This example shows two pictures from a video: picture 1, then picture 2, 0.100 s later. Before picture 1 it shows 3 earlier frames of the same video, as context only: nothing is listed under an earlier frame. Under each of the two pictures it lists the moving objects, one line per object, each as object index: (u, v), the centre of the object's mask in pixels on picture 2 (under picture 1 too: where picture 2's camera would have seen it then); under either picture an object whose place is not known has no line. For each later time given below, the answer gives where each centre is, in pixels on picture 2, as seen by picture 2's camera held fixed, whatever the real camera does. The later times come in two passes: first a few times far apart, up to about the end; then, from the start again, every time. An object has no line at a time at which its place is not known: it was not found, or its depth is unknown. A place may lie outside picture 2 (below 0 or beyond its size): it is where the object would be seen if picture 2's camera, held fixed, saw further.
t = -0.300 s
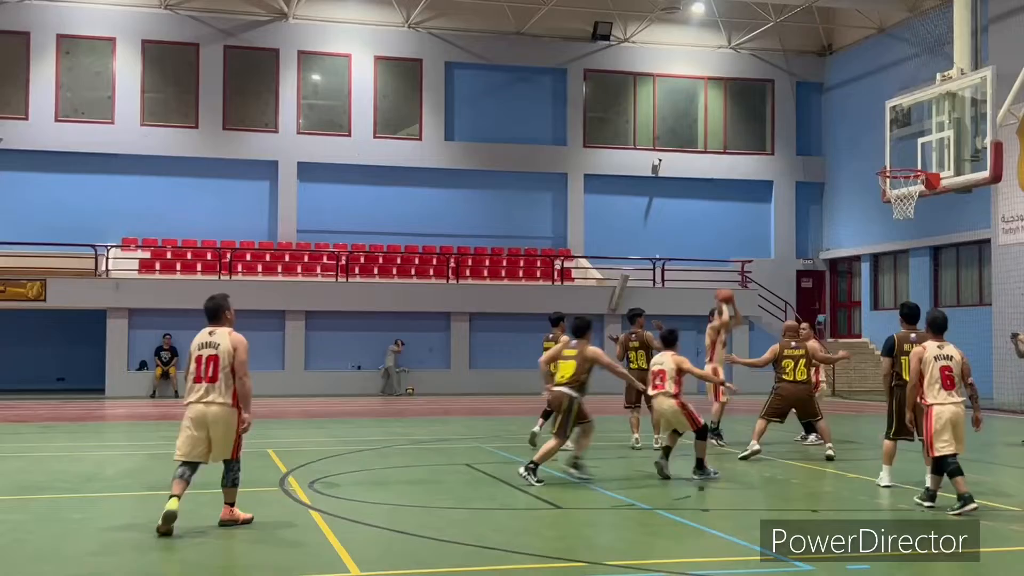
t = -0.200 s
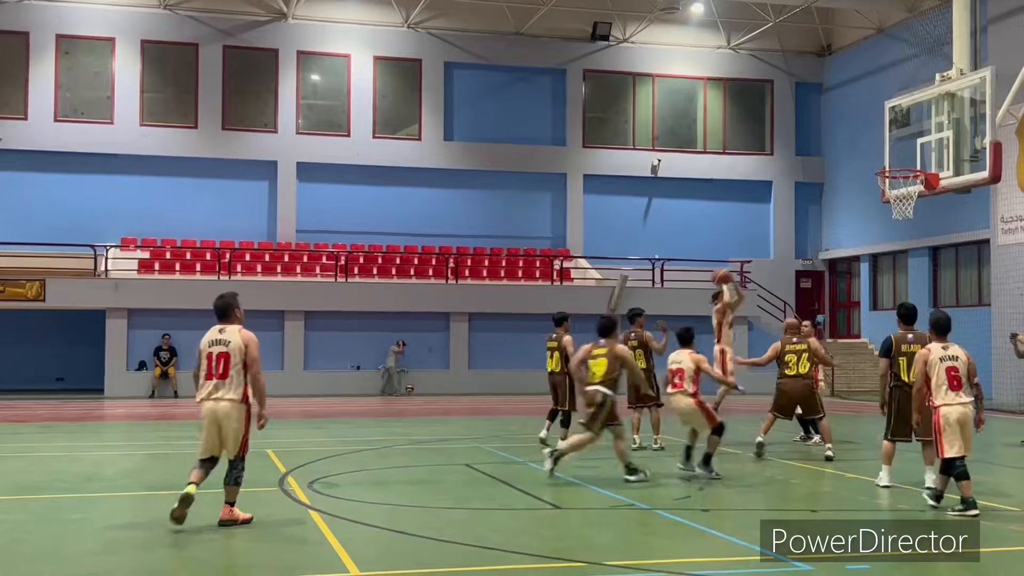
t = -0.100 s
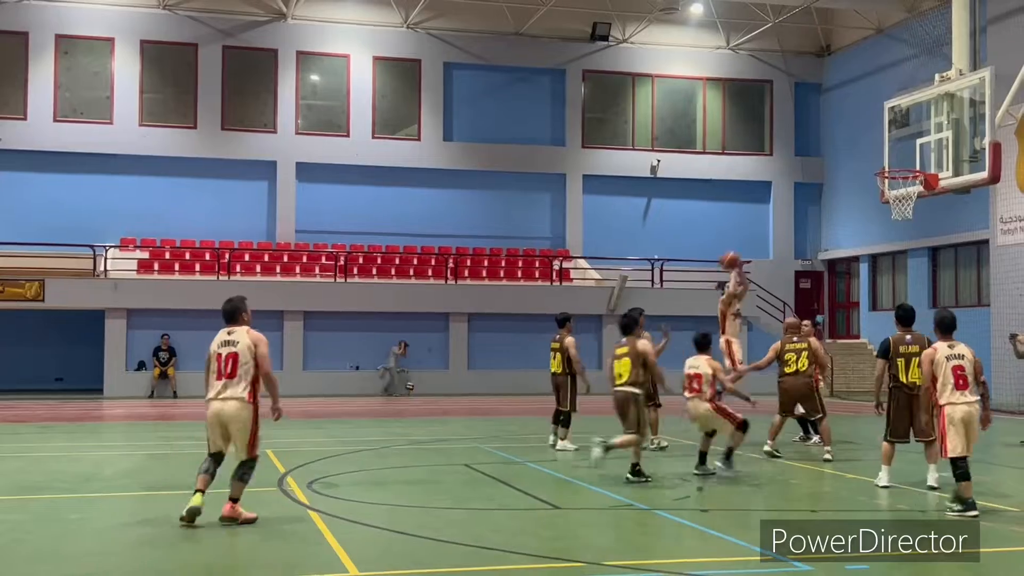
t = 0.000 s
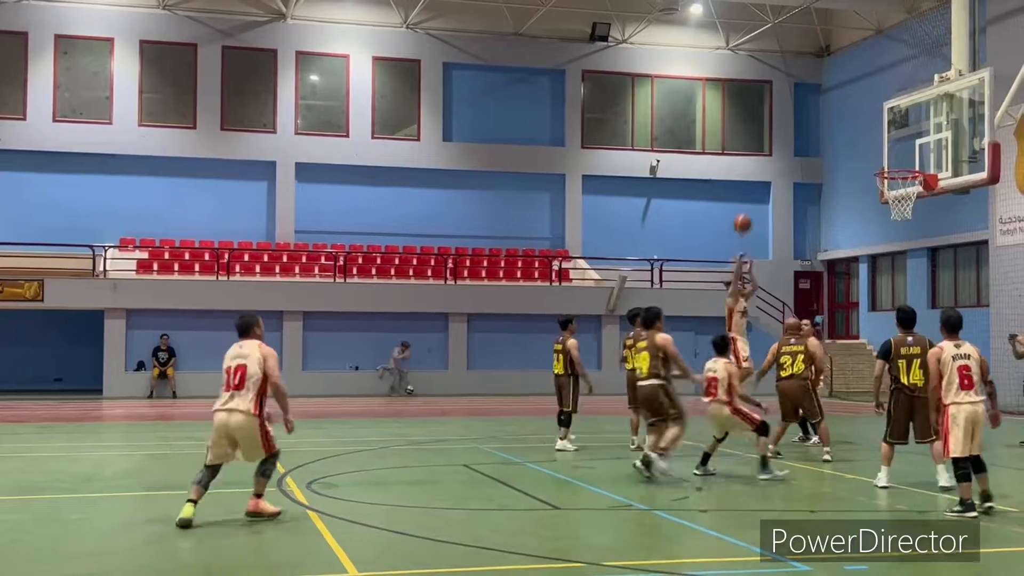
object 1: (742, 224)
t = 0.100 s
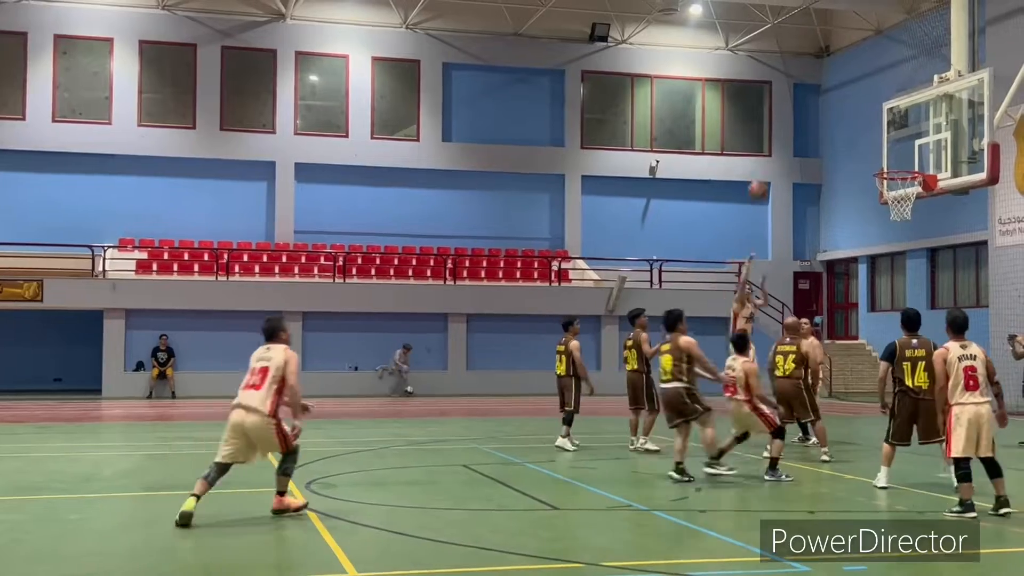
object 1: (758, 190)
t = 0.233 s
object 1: (779, 155)
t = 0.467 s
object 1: (821, 125)
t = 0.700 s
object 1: (866, 141)
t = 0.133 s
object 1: (764, 179)
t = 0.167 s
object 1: (768, 171)
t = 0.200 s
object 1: (774, 162)
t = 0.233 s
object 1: (779, 155)
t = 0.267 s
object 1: (785, 148)
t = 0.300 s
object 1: (791, 142)
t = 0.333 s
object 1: (796, 137)
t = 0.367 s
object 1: (803, 132)
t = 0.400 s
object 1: (809, 129)
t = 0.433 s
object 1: (815, 127)
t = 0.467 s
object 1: (821, 125)
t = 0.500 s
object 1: (827, 125)
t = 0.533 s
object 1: (834, 125)
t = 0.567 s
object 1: (840, 126)
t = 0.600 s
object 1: (847, 128)
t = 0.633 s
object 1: (853, 132)
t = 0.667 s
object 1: (860, 136)
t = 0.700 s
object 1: (866, 141)
